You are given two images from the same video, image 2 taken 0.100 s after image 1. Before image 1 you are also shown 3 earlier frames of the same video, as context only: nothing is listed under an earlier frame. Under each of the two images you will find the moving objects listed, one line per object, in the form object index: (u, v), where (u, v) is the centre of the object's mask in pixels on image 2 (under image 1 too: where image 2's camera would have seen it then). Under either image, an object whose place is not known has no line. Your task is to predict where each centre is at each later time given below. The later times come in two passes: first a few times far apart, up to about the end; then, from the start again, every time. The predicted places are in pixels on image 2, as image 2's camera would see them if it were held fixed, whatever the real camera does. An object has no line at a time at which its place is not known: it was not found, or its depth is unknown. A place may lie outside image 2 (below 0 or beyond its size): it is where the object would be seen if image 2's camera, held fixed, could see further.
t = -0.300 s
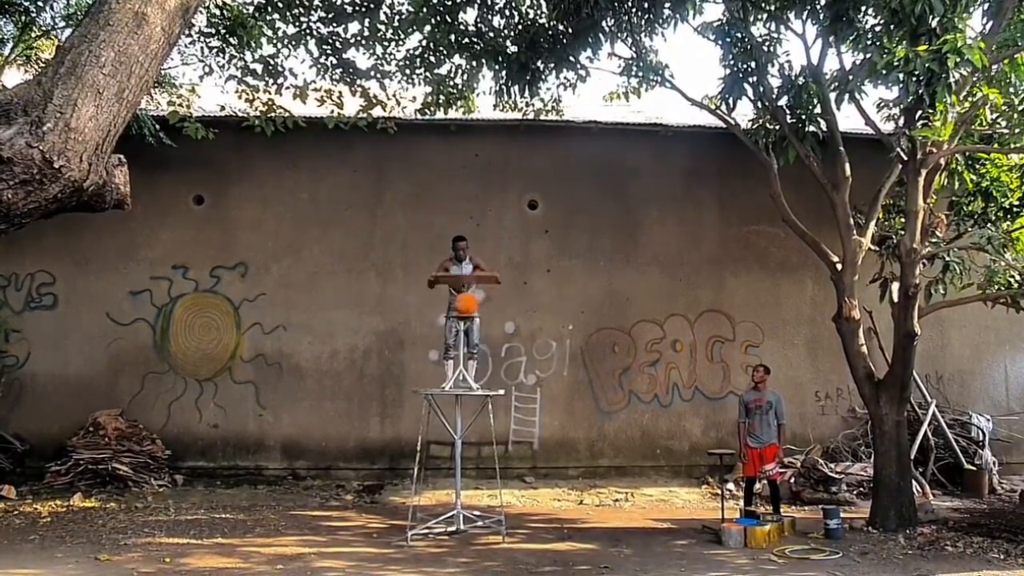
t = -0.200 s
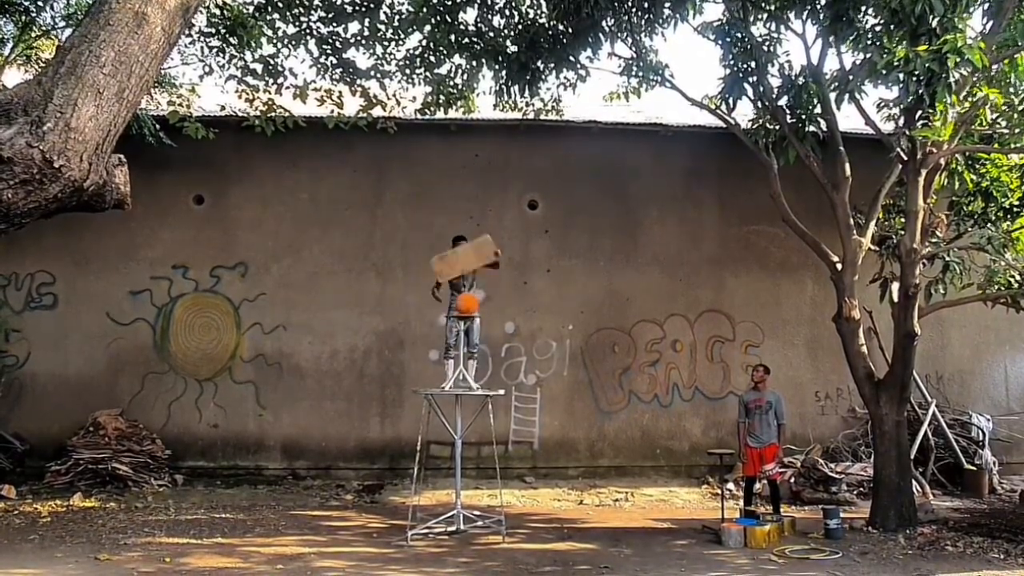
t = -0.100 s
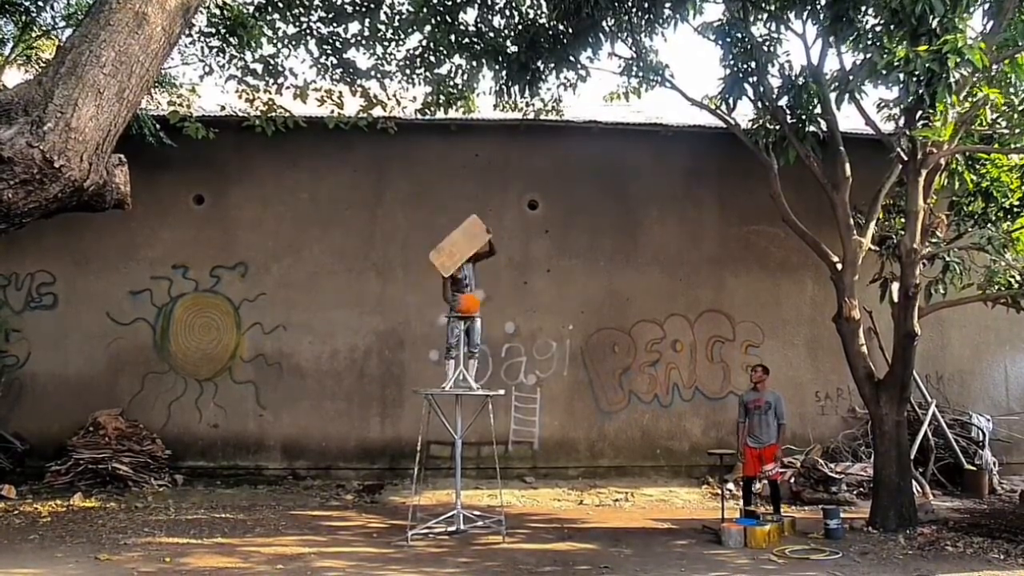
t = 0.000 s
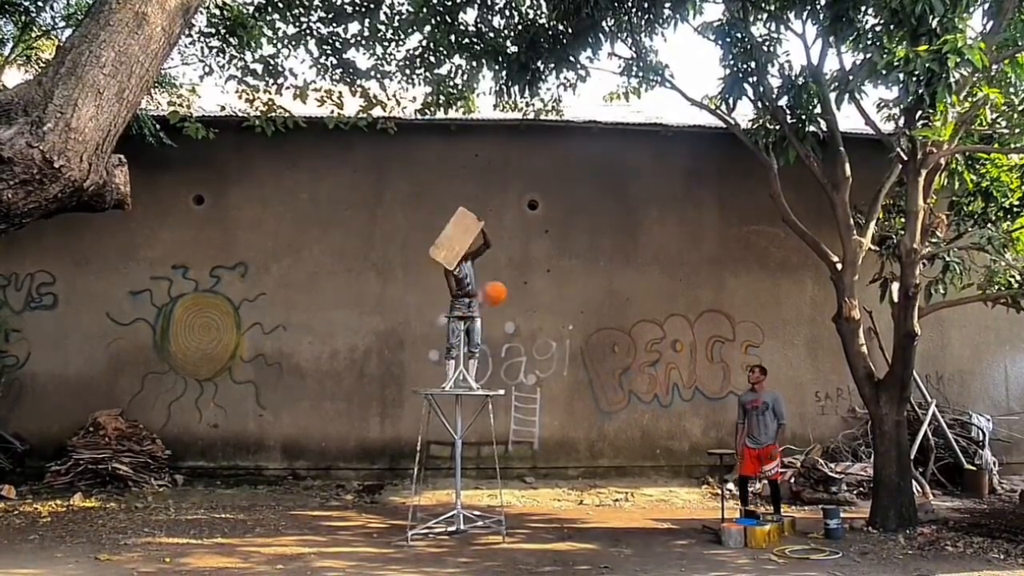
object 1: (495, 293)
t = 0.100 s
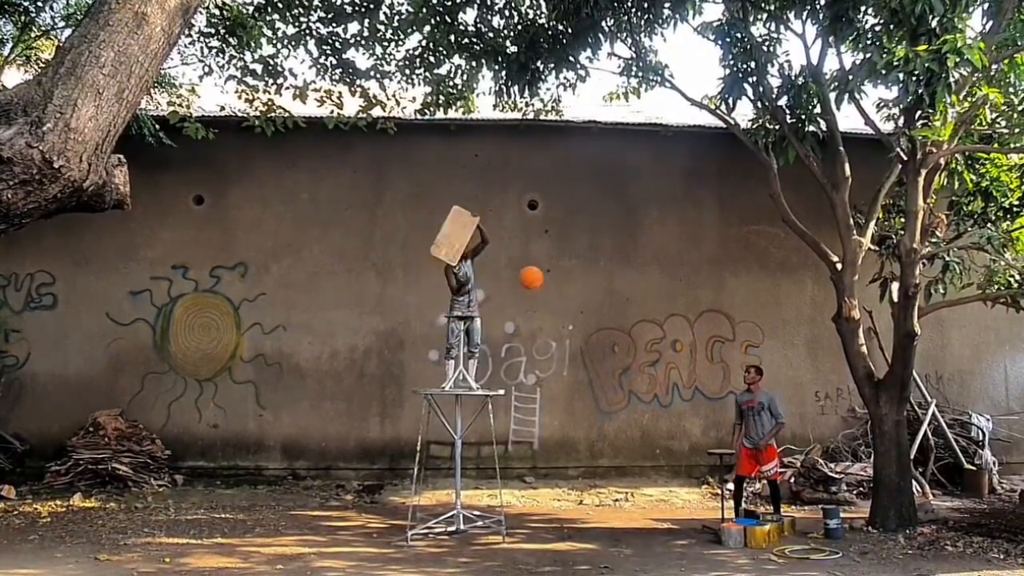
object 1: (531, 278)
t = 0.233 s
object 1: (579, 272)
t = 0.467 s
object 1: (664, 304)
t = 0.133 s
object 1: (543, 275)
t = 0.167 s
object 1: (555, 273)
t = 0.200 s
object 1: (567, 271)
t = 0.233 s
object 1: (579, 272)
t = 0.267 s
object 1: (591, 273)
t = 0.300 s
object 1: (603, 275)
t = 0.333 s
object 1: (616, 278)
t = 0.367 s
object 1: (628, 283)
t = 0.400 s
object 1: (640, 289)
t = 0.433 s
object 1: (652, 295)
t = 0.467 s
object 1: (664, 304)
